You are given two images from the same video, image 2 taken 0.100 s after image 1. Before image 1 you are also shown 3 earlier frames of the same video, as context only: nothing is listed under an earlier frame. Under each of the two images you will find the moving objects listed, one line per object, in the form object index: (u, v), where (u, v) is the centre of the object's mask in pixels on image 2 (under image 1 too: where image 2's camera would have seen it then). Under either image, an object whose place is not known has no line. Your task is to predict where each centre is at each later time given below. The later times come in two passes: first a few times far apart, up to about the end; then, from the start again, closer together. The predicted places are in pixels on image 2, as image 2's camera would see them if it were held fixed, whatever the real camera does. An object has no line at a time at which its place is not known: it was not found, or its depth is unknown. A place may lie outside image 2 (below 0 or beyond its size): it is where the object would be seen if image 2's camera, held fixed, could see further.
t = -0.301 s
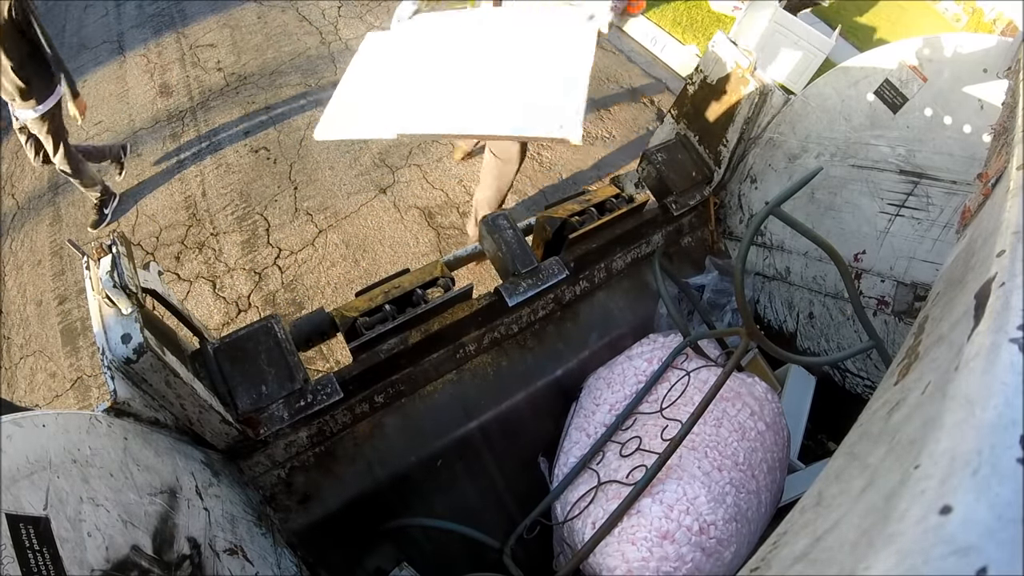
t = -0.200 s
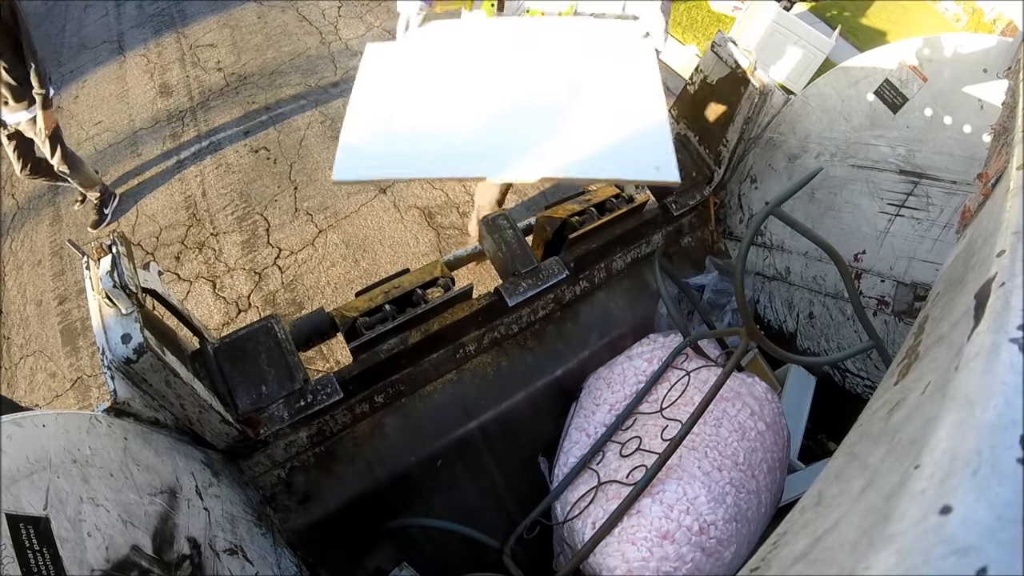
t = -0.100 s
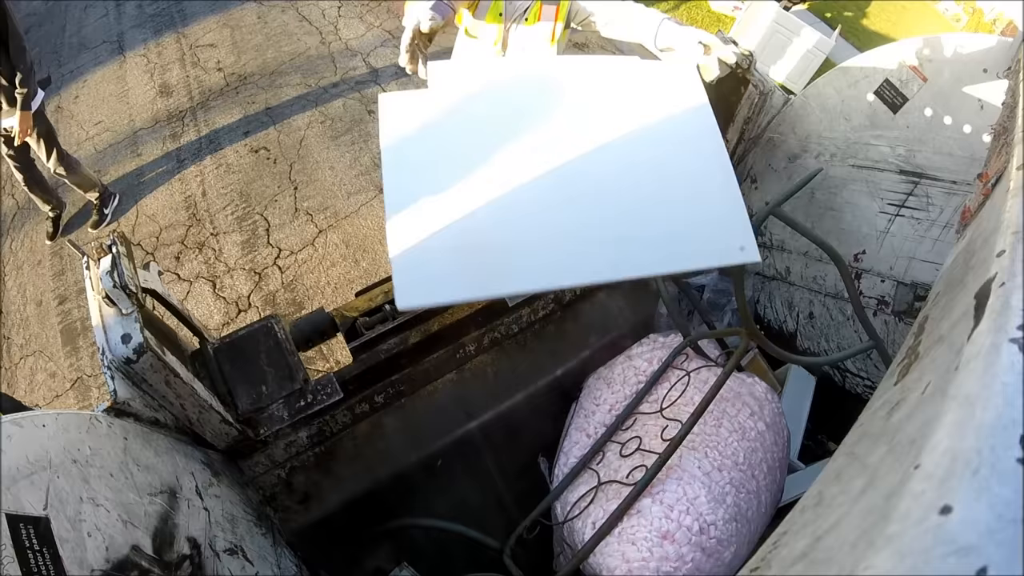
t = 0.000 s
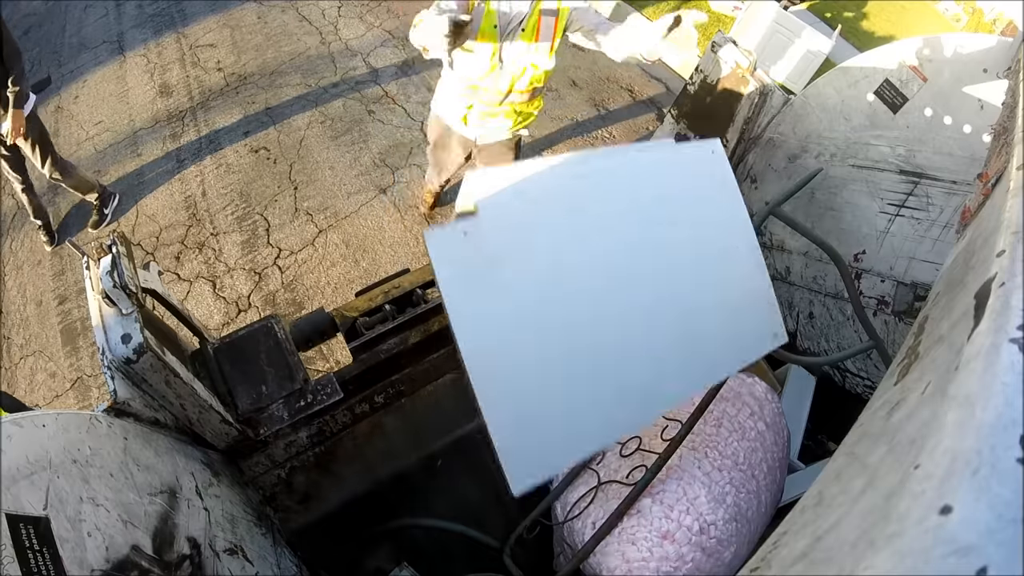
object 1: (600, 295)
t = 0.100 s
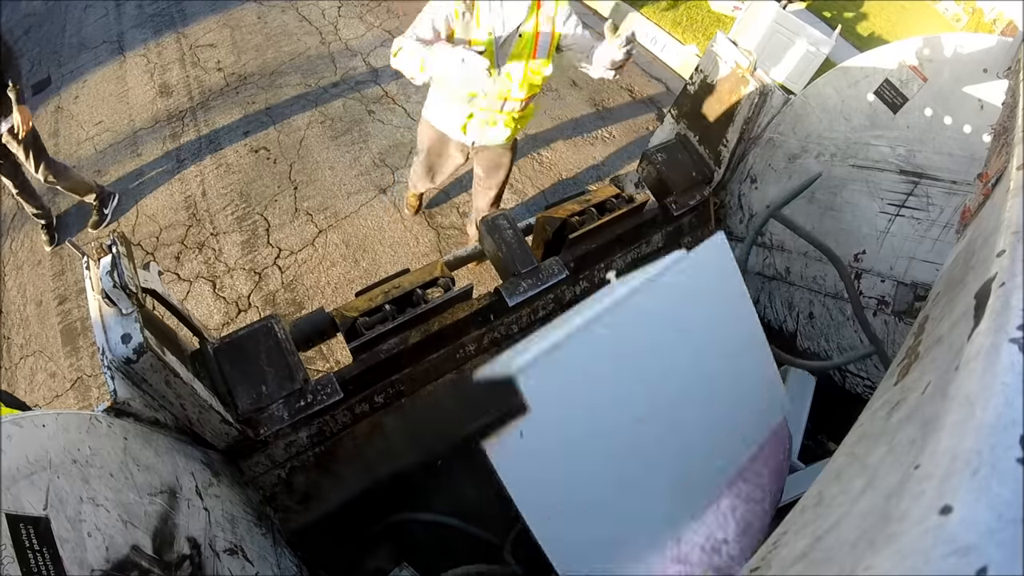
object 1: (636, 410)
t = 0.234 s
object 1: (678, 472)
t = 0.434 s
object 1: (663, 476)
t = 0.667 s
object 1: (574, 462)
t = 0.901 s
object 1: (499, 436)
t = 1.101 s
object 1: (476, 421)
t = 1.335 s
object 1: (468, 424)
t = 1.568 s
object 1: (463, 421)
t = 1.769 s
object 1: (463, 421)
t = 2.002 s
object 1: (463, 421)
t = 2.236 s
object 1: (463, 421)
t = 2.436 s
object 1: (463, 421)
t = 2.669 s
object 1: (463, 421)
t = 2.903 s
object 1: (463, 421)
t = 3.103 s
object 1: (463, 421)
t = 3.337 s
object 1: (463, 421)
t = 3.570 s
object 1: (463, 421)
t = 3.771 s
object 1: (463, 421)
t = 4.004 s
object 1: (462, 421)
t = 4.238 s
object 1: (463, 421)
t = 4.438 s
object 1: (463, 421)
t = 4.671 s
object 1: (462, 421)
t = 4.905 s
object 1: (462, 421)
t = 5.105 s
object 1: (462, 421)
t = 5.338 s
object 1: (462, 421)
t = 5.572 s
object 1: (463, 421)
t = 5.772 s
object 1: (462, 421)
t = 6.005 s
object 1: (462, 421)
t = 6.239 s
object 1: (463, 421)
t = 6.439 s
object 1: (462, 421)
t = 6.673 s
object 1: (462, 421)
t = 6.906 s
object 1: (463, 421)
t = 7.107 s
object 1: (463, 421)
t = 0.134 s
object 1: (647, 437)
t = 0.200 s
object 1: (671, 467)
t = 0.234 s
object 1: (678, 472)
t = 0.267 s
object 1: (684, 476)
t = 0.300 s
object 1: (687, 477)
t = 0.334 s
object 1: (685, 477)
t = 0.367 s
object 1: (680, 476)
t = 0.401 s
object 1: (673, 476)
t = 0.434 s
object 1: (663, 476)
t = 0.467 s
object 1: (651, 476)
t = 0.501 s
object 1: (637, 476)
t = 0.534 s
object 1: (623, 475)
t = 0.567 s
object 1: (611, 474)
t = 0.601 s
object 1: (599, 471)
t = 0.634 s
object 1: (587, 467)
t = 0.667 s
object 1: (574, 462)
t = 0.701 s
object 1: (563, 461)
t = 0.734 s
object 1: (555, 464)
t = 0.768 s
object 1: (548, 470)
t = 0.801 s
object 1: (533, 461)
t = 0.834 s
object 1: (521, 451)
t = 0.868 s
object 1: (509, 443)
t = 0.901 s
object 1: (499, 436)
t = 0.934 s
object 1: (490, 430)
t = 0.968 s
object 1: (487, 425)
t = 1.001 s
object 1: (486, 423)
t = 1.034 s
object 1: (483, 422)
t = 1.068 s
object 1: (480, 421)
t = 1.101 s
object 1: (476, 421)
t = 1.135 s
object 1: (473, 421)
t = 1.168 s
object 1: (471, 422)
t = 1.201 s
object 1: (469, 422)
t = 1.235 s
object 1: (469, 423)
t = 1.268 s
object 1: (469, 425)
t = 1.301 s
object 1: (468, 425)
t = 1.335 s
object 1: (468, 424)
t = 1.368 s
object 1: (467, 424)
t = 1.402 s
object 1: (466, 423)
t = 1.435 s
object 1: (465, 423)
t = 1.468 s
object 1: (464, 422)
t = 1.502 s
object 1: (464, 421)
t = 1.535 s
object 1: (463, 421)
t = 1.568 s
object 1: (463, 421)
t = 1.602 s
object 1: (463, 421)
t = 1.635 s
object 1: (463, 421)
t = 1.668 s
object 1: (463, 421)
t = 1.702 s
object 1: (463, 421)
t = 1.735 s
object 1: (463, 421)
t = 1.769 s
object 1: (463, 421)
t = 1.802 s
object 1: (463, 421)
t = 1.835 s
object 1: (463, 421)
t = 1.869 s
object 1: (463, 421)
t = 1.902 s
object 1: (463, 421)
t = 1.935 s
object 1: (463, 421)
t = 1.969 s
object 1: (463, 421)
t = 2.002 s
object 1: (463, 421)
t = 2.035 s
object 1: (463, 421)
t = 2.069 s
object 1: (463, 421)
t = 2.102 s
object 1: (463, 421)
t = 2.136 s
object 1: (463, 421)
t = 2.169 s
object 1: (463, 421)
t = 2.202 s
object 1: (463, 421)
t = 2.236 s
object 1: (463, 421)
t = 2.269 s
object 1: (463, 421)
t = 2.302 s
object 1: (463, 421)
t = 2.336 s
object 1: (463, 421)
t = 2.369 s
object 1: (463, 421)
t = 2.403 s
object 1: (463, 421)
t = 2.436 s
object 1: (463, 421)
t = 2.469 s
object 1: (463, 421)
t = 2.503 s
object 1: (463, 421)
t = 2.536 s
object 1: (463, 421)
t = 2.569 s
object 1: (463, 421)
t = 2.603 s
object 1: (463, 421)
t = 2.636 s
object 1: (463, 421)
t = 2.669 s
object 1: (463, 421)
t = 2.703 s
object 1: (463, 421)
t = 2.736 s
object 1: (463, 421)
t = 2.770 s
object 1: (463, 421)
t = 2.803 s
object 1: (463, 421)
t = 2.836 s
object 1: (463, 421)
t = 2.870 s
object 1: (463, 421)
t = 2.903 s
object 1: (463, 421)
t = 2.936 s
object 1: (463, 421)
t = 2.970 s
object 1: (463, 421)
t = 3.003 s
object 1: (463, 421)
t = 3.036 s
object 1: (463, 421)
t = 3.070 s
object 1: (463, 421)
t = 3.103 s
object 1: (463, 421)
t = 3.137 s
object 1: (463, 421)
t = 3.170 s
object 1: (463, 421)
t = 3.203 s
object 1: (463, 421)
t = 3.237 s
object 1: (463, 421)
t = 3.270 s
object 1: (463, 421)
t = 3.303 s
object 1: (463, 421)
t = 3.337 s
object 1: (463, 421)
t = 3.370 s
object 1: (463, 421)
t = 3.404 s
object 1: (463, 421)
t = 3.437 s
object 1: (463, 421)
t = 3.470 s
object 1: (463, 421)
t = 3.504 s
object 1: (463, 421)
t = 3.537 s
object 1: (463, 421)
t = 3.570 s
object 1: (463, 421)
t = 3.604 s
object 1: (463, 421)
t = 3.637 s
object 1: (463, 421)
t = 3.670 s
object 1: (463, 421)
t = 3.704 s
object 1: (463, 421)
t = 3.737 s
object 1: (463, 421)
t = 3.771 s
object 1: (463, 421)
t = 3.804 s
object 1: (463, 421)
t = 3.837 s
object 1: (463, 421)
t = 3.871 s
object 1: (464, 421)
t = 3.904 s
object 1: (461, 422)
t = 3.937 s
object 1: (461, 421)
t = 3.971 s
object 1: (462, 421)
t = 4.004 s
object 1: (462, 421)
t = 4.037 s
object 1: (461, 422)
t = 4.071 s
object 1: (462, 422)
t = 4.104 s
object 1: (463, 421)
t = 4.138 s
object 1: (463, 421)
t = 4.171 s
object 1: (463, 421)
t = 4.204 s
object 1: (463, 421)
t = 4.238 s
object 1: (463, 421)
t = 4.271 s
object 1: (463, 421)
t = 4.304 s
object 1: (463, 421)
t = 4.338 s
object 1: (463, 421)
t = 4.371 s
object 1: (463, 421)
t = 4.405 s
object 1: (463, 421)
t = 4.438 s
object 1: (463, 421)
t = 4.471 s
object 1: (462, 421)
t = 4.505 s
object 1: (463, 421)
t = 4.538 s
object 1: (463, 421)
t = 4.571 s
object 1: (462, 421)
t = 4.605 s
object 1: (462, 421)
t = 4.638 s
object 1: (462, 421)
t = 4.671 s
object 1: (462, 421)
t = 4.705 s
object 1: (462, 421)
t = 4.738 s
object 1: (462, 421)
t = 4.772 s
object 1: (462, 421)
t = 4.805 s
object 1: (462, 421)
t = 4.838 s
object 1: (462, 421)
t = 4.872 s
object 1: (462, 421)
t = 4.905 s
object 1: (462, 421)
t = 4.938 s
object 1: (462, 421)
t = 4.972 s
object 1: (462, 421)
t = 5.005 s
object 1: (462, 421)
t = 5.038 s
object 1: (462, 421)
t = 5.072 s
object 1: (462, 421)
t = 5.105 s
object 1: (462, 421)
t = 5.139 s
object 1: (462, 421)
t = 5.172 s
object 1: (462, 421)
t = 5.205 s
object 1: (462, 421)
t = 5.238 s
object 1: (462, 421)
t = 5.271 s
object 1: (462, 421)
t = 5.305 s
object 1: (462, 421)
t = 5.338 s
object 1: (462, 421)
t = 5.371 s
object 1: (462, 421)
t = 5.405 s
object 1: (462, 421)
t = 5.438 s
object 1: (462, 421)
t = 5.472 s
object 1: (462, 421)
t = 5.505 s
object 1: (462, 421)
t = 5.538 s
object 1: (463, 421)
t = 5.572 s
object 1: (463, 421)
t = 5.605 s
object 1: (462, 421)
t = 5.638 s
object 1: (463, 421)
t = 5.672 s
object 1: (462, 421)
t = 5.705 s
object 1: (462, 421)
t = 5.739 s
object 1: (463, 421)
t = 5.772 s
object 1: (462, 421)
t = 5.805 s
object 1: (462, 421)
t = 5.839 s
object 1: (462, 421)
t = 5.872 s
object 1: (462, 421)
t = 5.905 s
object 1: (462, 421)
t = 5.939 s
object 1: (462, 421)
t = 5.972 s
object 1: (462, 421)
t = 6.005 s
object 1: (462, 421)
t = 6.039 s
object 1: (462, 421)
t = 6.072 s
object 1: (462, 421)
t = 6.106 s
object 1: (462, 421)
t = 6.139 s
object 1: (462, 421)
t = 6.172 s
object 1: (463, 421)
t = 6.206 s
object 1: (463, 421)
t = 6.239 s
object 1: (463, 421)
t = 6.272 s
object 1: (463, 421)
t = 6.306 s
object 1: (463, 421)
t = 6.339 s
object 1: (463, 421)
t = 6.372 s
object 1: (463, 421)
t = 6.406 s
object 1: (463, 421)
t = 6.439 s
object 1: (462, 421)
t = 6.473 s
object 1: (462, 421)
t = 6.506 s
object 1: (462, 421)
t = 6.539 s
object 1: (462, 421)
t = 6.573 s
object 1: (462, 421)
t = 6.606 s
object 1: (462, 421)
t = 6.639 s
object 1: (463, 421)
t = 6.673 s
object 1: (462, 421)
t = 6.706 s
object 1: (462, 421)
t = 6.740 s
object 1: (463, 421)
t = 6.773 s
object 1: (463, 421)
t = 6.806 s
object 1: (463, 421)
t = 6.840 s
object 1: (463, 421)
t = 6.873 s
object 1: (462, 421)
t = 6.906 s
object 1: (463, 421)
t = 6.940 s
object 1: (462, 421)
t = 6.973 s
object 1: (463, 421)
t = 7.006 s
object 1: (462, 421)
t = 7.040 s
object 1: (463, 421)
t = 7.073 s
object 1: (462, 421)
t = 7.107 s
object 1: (463, 421)
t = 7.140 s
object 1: (462, 421)
